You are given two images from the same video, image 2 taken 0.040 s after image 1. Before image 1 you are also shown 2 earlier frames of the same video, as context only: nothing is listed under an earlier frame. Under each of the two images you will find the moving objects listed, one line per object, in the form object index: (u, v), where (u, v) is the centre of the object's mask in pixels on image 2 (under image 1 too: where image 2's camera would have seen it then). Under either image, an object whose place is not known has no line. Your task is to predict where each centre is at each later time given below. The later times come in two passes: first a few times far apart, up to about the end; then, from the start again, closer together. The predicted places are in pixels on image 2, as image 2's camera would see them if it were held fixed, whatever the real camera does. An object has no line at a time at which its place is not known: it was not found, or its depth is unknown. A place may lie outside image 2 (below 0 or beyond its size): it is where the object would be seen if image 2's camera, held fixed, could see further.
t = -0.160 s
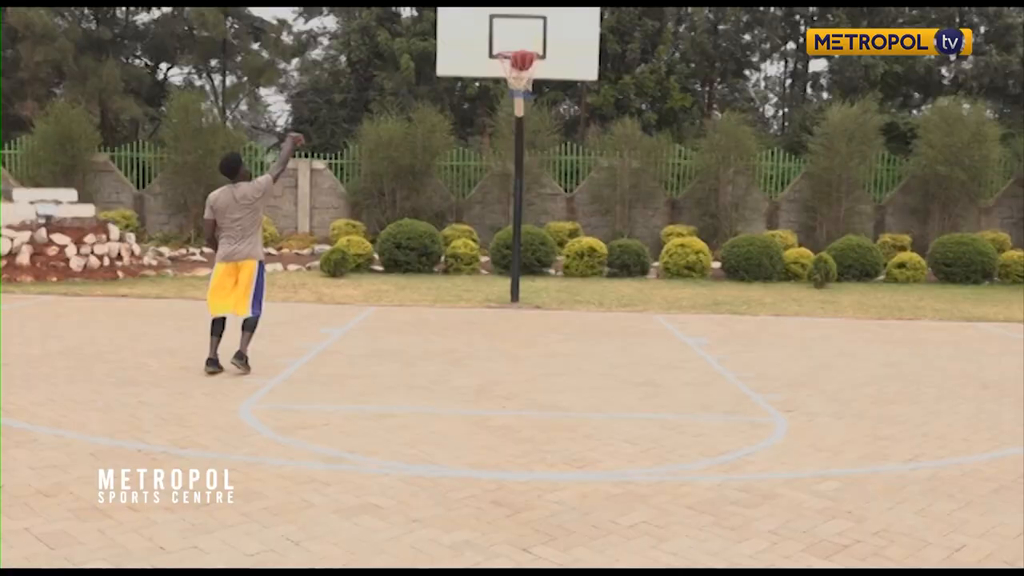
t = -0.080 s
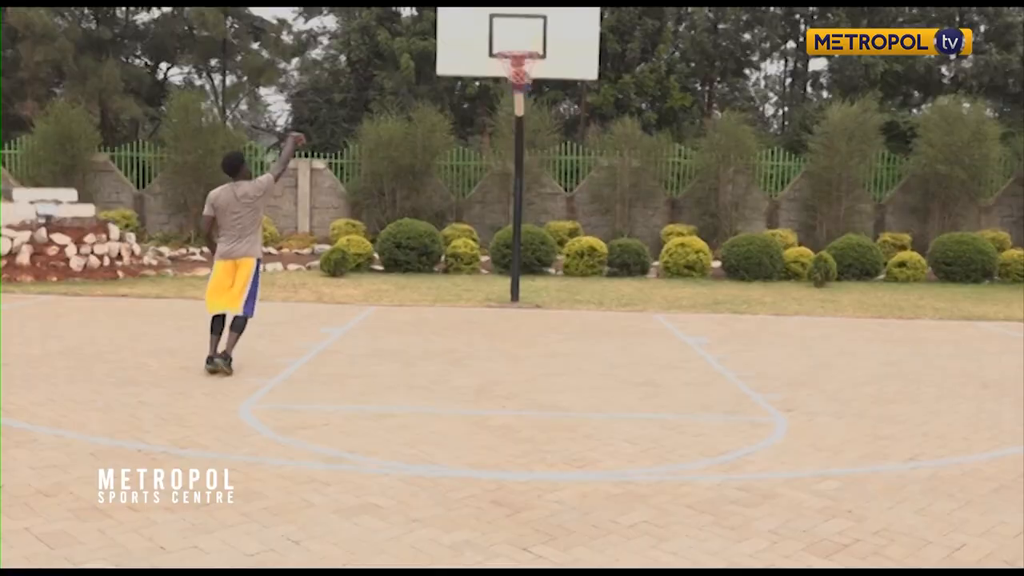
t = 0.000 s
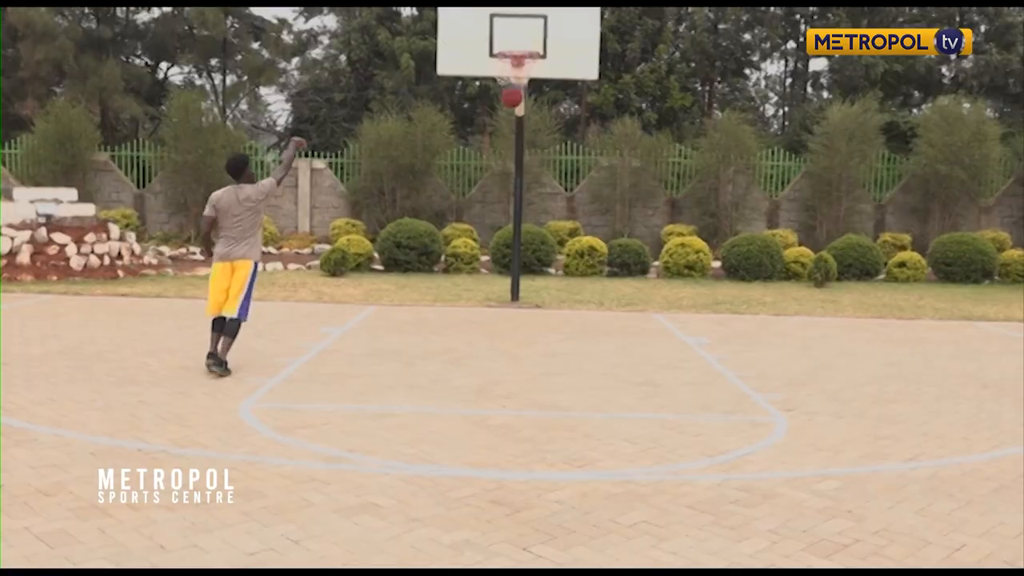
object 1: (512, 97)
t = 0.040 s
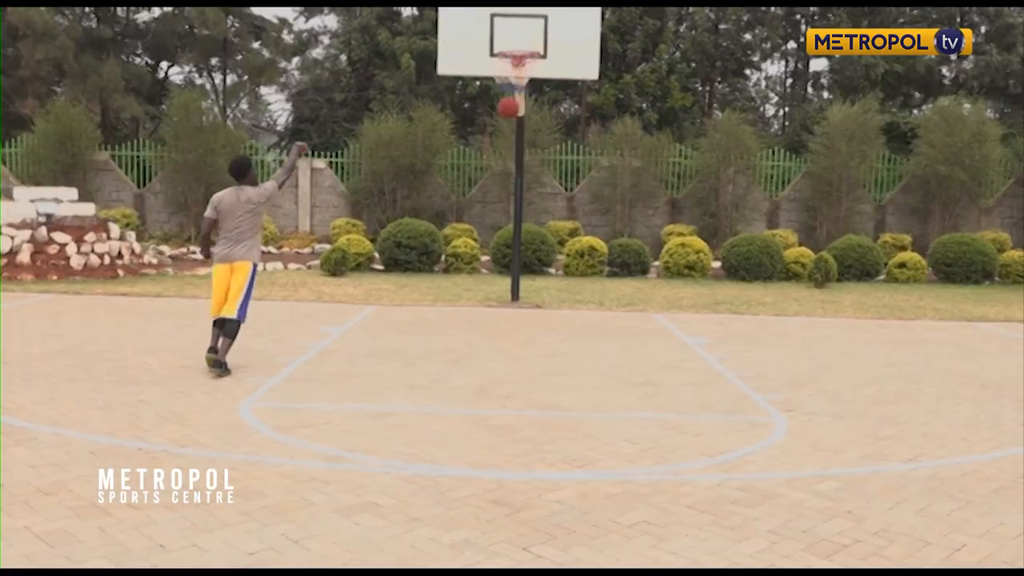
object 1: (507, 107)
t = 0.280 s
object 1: (485, 202)
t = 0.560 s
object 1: (461, 277)
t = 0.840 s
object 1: (443, 176)
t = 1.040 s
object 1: (430, 144)
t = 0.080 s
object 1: (504, 119)
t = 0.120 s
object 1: (500, 133)
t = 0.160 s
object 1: (496, 148)
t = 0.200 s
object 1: (493, 165)
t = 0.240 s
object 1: (489, 183)
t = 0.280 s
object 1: (485, 202)
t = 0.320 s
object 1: (481, 222)
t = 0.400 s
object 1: (473, 267)
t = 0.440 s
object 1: (469, 292)
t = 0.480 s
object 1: (465, 316)
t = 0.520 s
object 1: (463, 296)
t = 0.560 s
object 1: (461, 277)
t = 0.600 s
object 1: (458, 259)
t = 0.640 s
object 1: (456, 243)
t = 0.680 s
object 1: (454, 226)
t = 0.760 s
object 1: (448, 199)
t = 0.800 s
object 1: (446, 187)
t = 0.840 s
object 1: (443, 176)
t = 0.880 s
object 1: (441, 167)
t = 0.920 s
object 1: (438, 159)
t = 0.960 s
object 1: (436, 153)
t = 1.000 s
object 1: (433, 147)
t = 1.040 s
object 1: (430, 144)
